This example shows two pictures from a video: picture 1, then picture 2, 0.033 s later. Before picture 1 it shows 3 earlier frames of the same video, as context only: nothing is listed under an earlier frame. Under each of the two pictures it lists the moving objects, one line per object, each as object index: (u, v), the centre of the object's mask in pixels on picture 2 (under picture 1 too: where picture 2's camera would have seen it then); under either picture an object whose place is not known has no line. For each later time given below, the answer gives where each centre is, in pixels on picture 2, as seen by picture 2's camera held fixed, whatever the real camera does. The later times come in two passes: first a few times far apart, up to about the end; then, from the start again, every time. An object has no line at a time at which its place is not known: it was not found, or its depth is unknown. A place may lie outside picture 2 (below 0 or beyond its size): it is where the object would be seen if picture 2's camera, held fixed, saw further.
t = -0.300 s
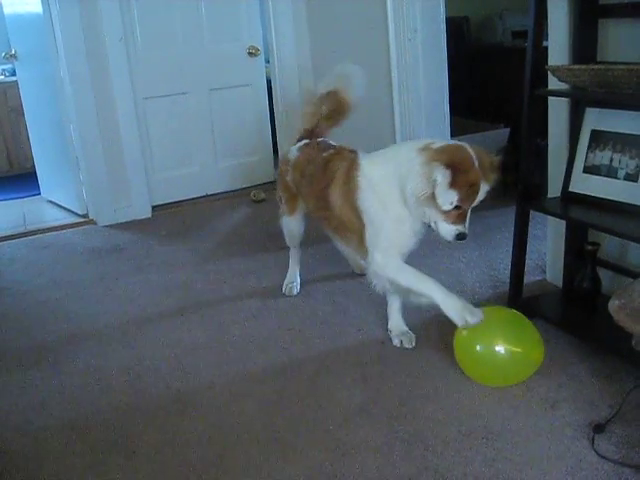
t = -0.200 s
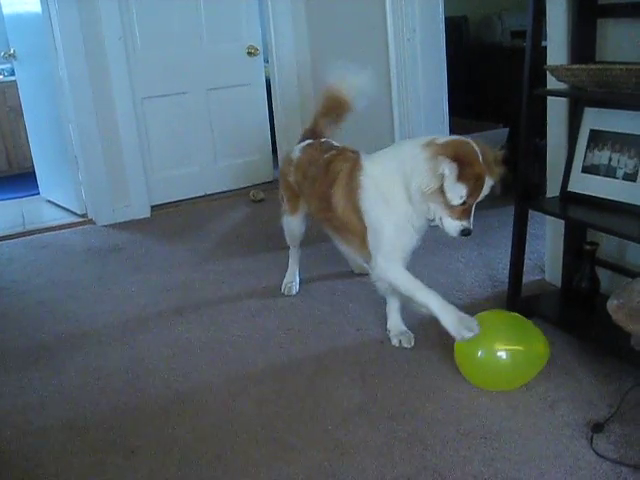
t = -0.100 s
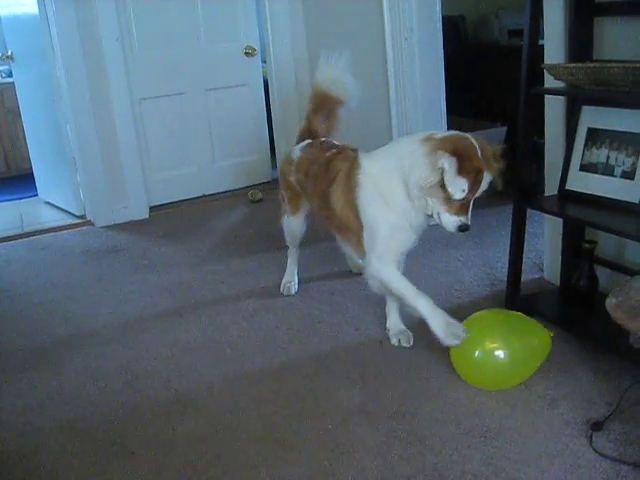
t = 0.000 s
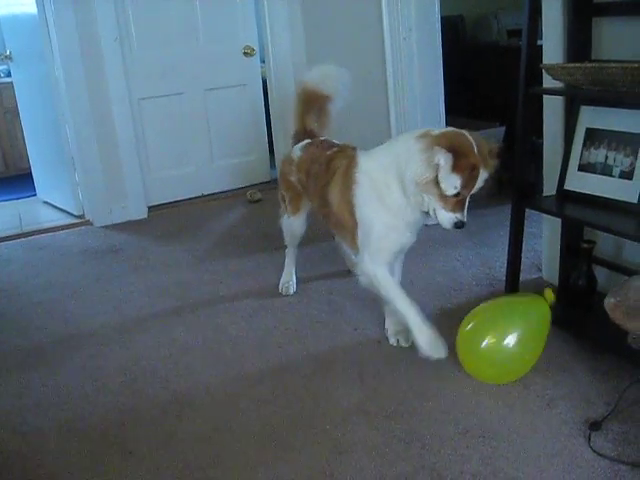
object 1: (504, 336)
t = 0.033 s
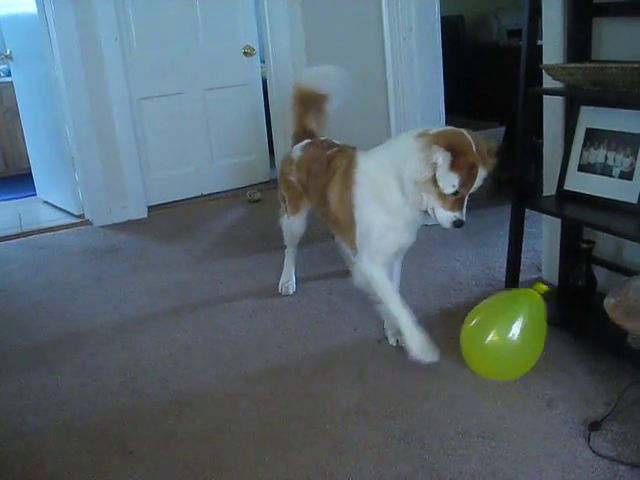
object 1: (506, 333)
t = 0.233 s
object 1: (517, 331)
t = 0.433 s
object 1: (524, 341)
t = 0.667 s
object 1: (530, 350)
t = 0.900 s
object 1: (541, 355)
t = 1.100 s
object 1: (542, 352)
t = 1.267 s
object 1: (539, 348)
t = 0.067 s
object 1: (507, 331)
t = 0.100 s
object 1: (509, 330)
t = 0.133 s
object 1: (511, 330)
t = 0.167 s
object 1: (513, 330)
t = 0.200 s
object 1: (515, 330)
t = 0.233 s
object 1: (517, 331)
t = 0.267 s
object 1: (518, 333)
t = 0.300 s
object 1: (519, 336)
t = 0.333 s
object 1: (520, 340)
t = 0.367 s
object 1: (521, 344)
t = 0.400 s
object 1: (523, 343)
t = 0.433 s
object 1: (524, 341)
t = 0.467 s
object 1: (524, 341)
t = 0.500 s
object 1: (525, 341)
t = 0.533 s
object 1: (526, 343)
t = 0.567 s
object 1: (526, 346)
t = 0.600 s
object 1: (527, 348)
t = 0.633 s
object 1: (528, 349)
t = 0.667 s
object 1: (530, 350)
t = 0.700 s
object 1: (532, 352)
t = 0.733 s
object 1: (533, 352)
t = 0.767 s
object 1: (535, 353)
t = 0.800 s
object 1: (537, 354)
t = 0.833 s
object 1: (538, 354)
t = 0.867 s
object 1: (540, 355)
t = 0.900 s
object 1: (541, 355)
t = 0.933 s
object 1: (542, 354)
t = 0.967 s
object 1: (542, 354)
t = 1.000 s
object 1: (542, 354)
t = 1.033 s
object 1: (542, 353)
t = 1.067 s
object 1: (542, 353)
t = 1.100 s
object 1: (542, 352)
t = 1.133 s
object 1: (541, 351)
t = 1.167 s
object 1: (541, 351)
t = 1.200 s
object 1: (540, 350)
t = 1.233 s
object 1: (539, 349)
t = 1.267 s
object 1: (539, 348)
